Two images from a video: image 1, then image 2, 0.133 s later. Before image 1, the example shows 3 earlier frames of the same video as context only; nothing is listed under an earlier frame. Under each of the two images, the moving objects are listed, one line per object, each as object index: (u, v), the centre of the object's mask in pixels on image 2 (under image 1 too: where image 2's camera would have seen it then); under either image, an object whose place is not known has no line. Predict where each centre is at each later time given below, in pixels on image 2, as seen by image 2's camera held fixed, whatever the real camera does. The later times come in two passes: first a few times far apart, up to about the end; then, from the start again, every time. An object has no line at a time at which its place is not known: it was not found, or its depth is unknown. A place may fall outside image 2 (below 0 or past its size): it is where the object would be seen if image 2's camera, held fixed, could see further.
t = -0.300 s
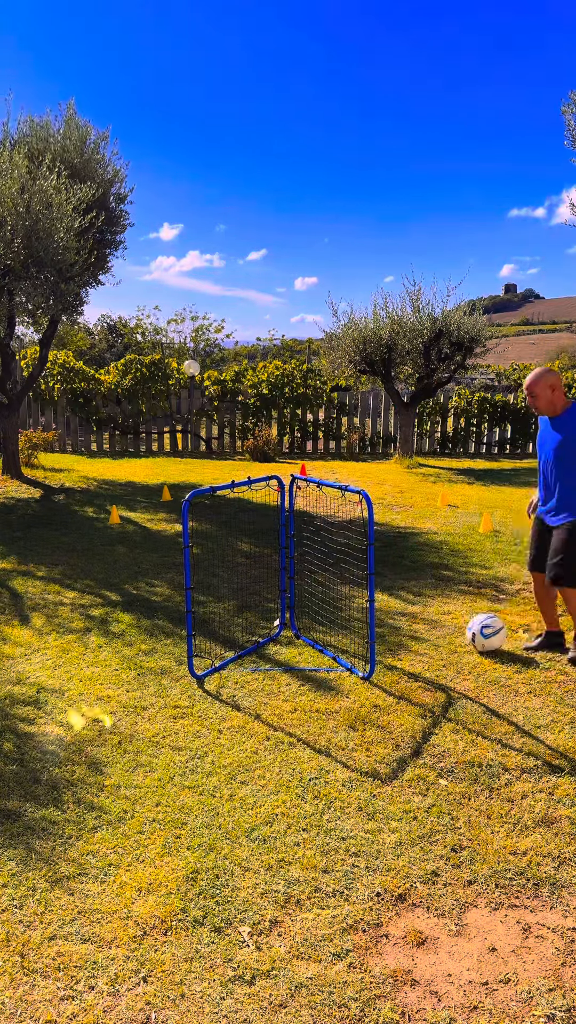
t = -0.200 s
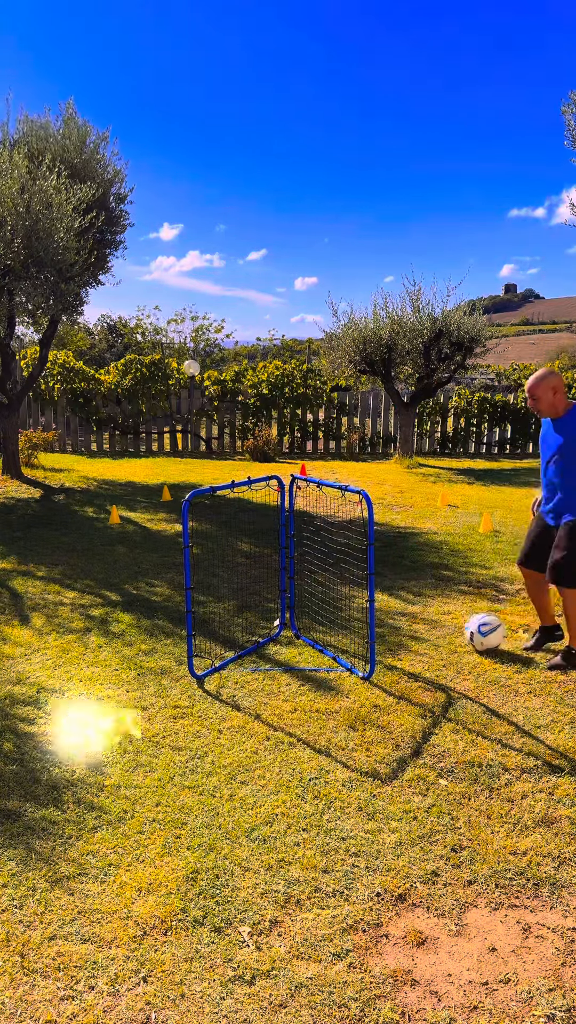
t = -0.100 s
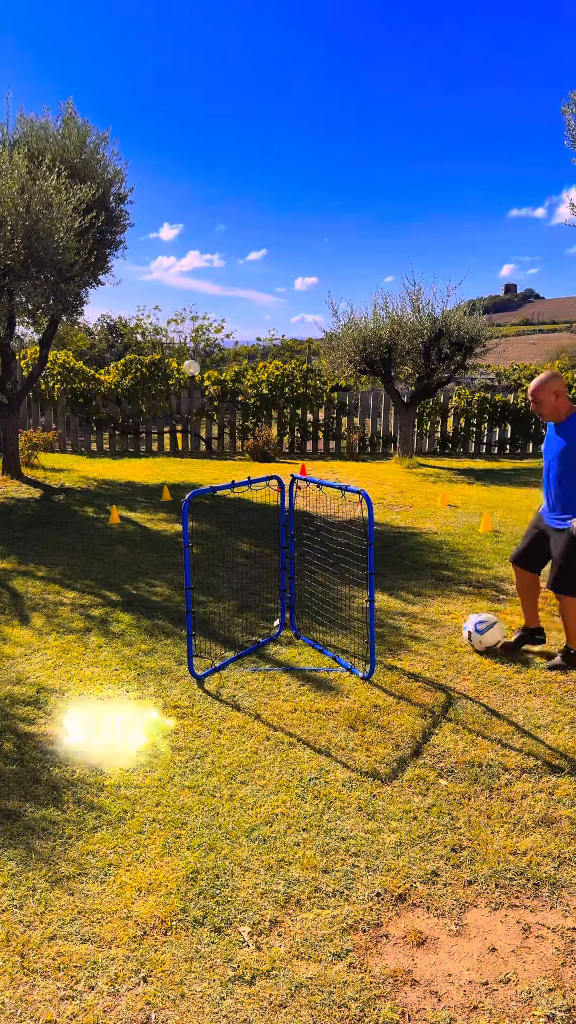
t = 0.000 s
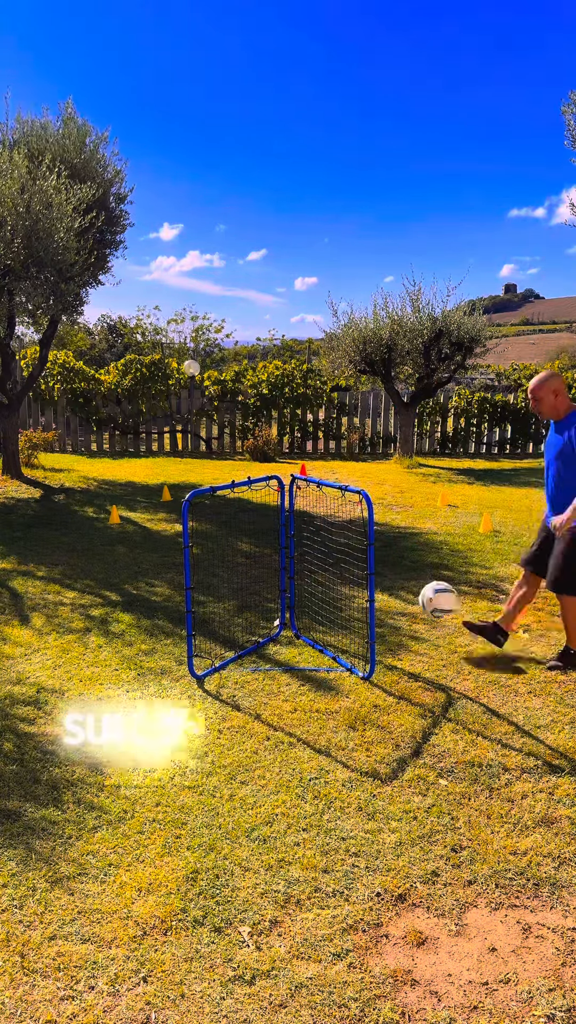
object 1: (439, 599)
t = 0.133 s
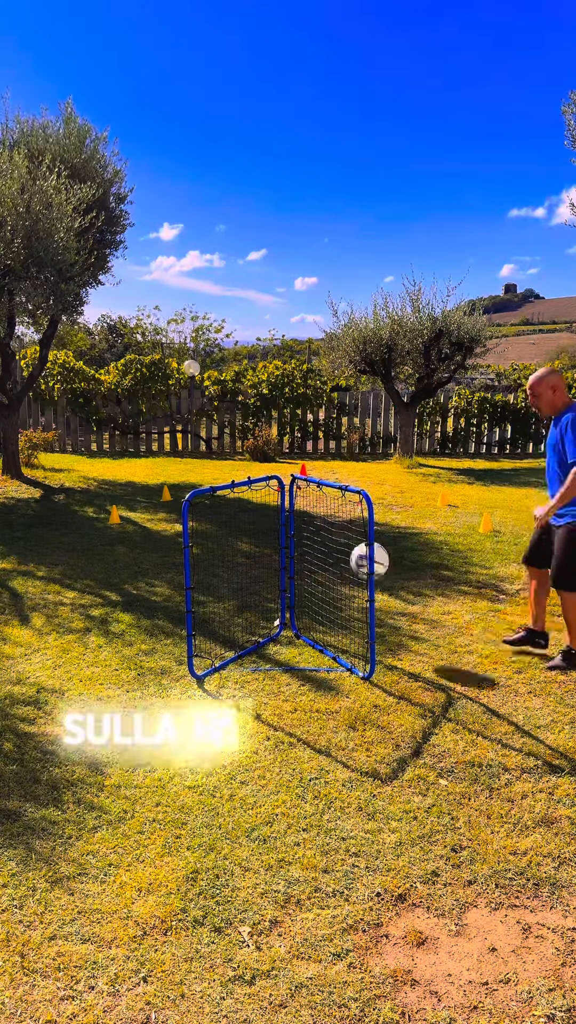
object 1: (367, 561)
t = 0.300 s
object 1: (322, 551)
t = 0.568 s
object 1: (390, 606)
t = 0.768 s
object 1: (429, 564)
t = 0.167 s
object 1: (351, 556)
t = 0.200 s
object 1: (335, 552)
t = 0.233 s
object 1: (319, 551)
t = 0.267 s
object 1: (313, 551)
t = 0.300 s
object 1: (322, 551)
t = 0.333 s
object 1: (331, 553)
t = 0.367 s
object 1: (341, 556)
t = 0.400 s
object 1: (349, 562)
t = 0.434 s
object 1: (354, 568)
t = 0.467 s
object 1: (366, 575)
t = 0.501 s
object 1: (376, 585)
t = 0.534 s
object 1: (386, 596)
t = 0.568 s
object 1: (390, 606)
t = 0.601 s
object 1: (396, 597)
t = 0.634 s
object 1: (404, 586)
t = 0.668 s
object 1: (411, 580)
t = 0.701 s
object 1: (417, 573)
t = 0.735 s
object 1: (423, 567)
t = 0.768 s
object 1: (429, 564)
